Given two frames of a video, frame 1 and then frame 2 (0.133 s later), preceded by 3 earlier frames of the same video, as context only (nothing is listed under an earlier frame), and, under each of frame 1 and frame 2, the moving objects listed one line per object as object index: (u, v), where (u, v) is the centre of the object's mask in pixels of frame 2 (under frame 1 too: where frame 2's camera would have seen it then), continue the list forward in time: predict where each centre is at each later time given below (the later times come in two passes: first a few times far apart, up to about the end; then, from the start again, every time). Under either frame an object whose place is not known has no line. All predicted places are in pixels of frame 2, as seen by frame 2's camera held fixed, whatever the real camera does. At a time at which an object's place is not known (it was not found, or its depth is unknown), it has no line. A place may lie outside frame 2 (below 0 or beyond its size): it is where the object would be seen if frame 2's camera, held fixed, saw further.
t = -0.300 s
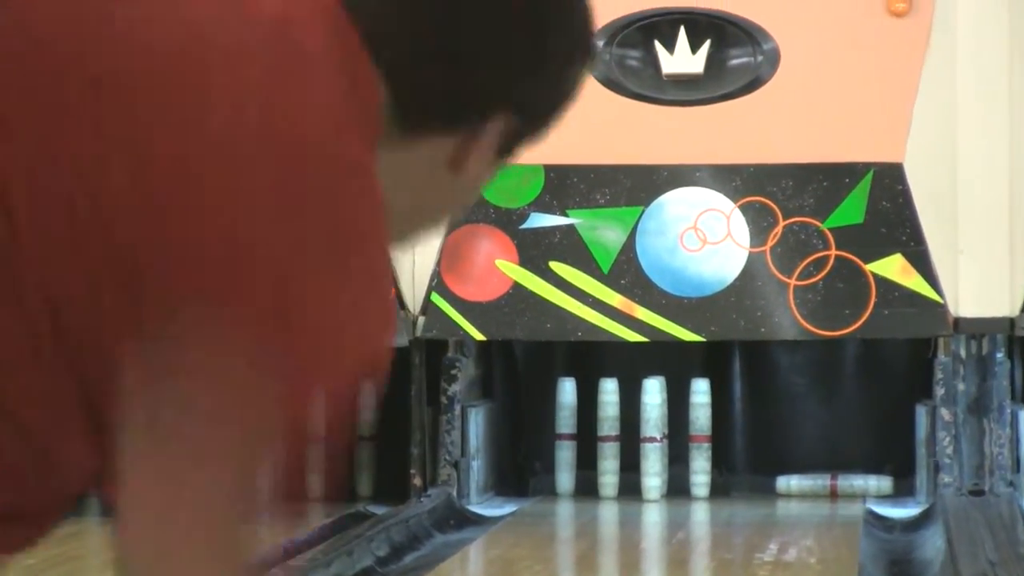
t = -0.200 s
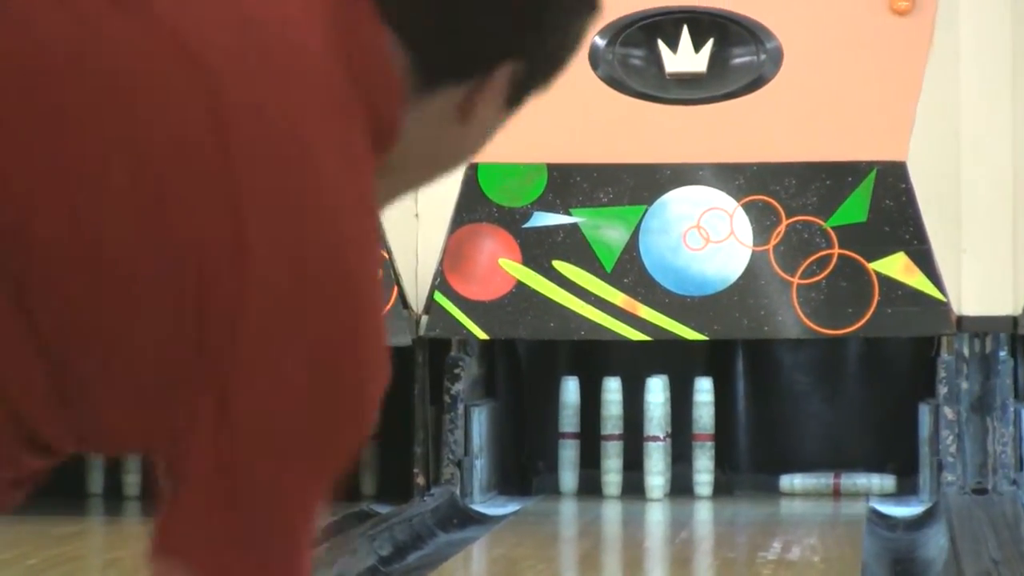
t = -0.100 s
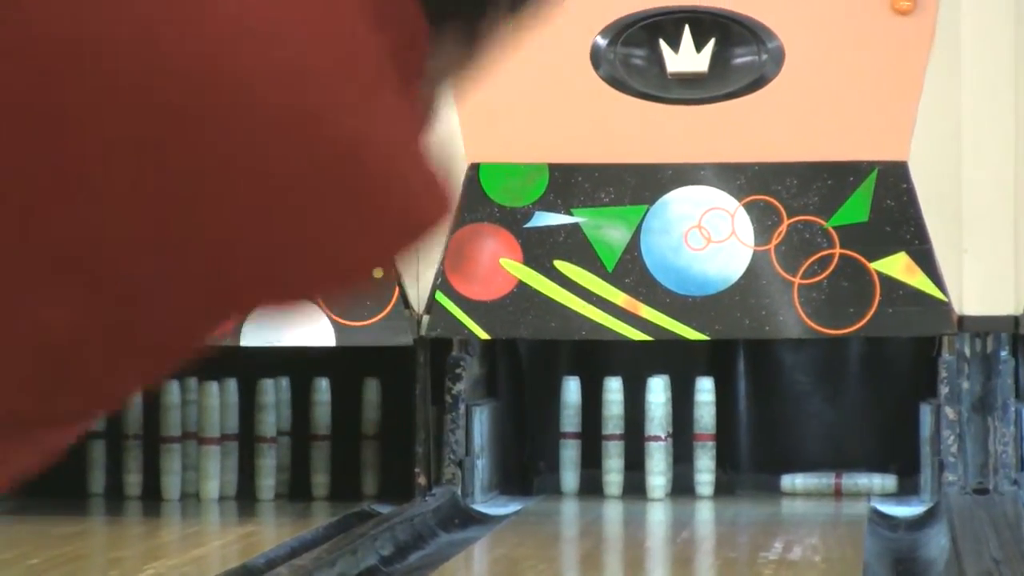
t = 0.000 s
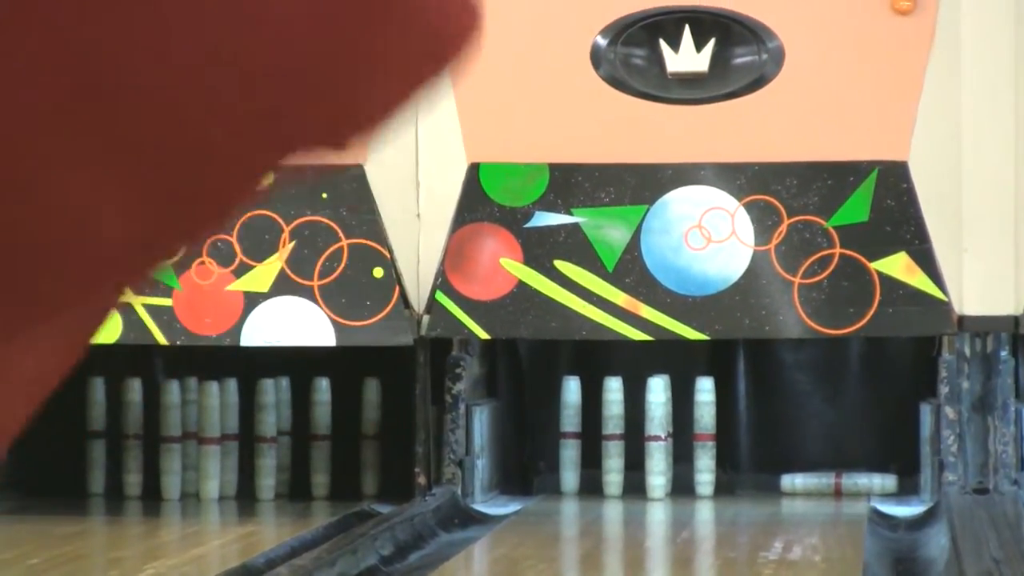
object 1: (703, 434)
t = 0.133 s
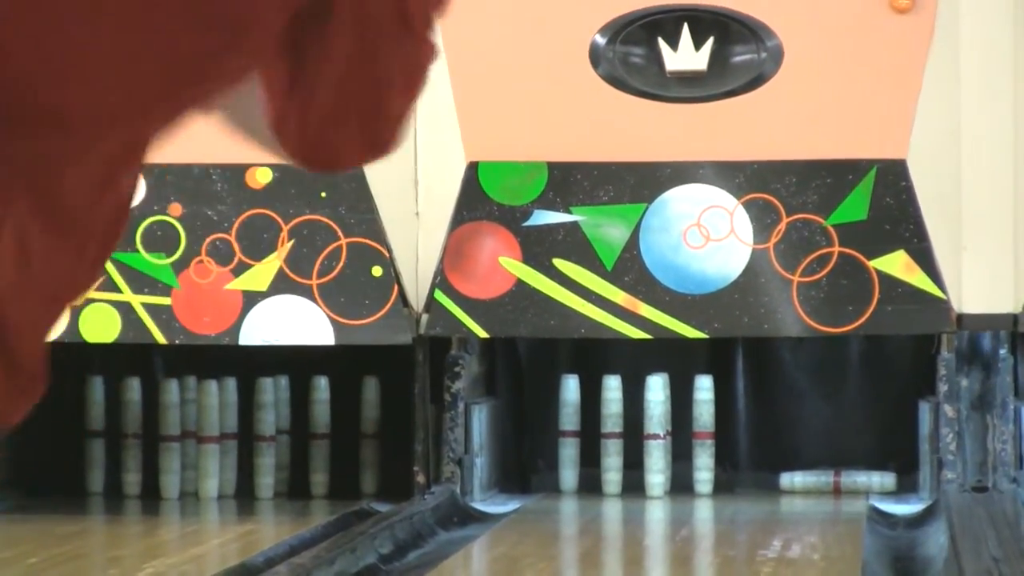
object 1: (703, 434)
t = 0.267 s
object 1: (703, 434)
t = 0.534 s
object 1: (704, 434)
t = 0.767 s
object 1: (704, 434)
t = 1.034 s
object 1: (712, 423)
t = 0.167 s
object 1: (703, 434)
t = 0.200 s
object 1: (703, 434)
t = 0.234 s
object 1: (703, 434)
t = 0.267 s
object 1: (703, 434)
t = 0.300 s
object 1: (704, 434)
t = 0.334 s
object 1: (704, 434)
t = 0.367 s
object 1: (704, 434)
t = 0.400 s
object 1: (704, 434)
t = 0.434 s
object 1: (704, 434)
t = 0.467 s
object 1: (704, 434)
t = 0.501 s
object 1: (704, 434)
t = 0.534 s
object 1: (704, 434)
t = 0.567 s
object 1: (704, 434)
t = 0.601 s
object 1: (704, 434)
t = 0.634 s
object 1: (704, 435)
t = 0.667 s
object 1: (704, 434)
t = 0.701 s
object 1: (704, 435)
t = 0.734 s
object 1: (704, 434)
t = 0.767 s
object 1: (704, 434)
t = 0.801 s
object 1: (704, 434)
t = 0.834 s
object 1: (704, 434)
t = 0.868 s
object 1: (704, 432)
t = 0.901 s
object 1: (704, 431)
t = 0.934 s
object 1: (704, 428)
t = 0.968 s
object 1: (704, 425)
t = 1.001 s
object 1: (704, 422)
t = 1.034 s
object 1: (712, 423)
